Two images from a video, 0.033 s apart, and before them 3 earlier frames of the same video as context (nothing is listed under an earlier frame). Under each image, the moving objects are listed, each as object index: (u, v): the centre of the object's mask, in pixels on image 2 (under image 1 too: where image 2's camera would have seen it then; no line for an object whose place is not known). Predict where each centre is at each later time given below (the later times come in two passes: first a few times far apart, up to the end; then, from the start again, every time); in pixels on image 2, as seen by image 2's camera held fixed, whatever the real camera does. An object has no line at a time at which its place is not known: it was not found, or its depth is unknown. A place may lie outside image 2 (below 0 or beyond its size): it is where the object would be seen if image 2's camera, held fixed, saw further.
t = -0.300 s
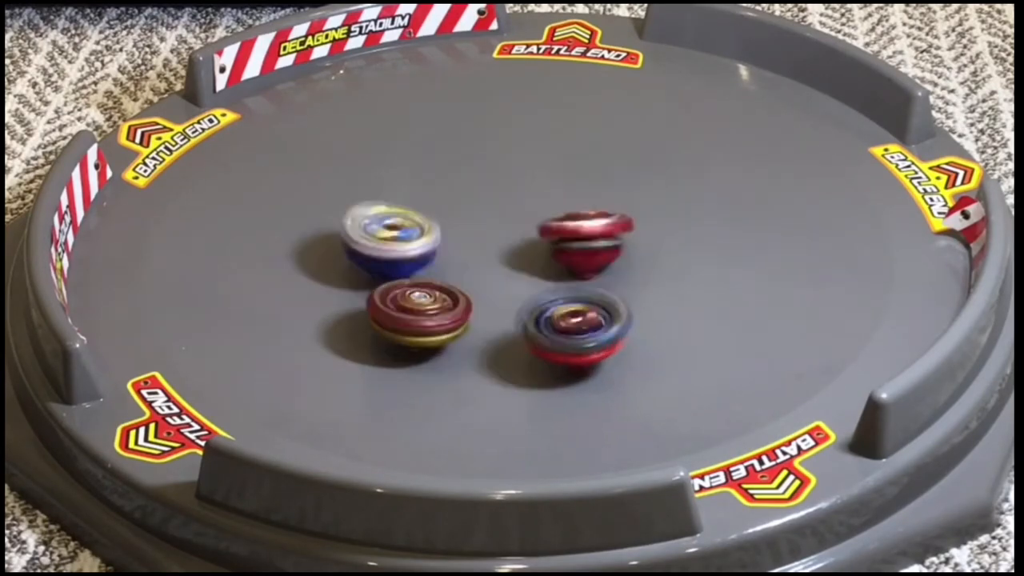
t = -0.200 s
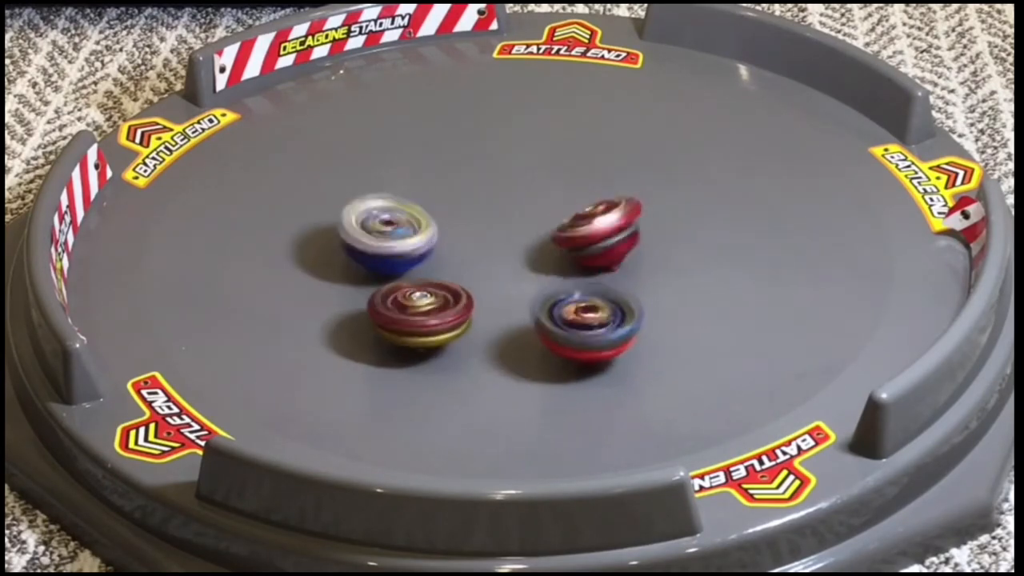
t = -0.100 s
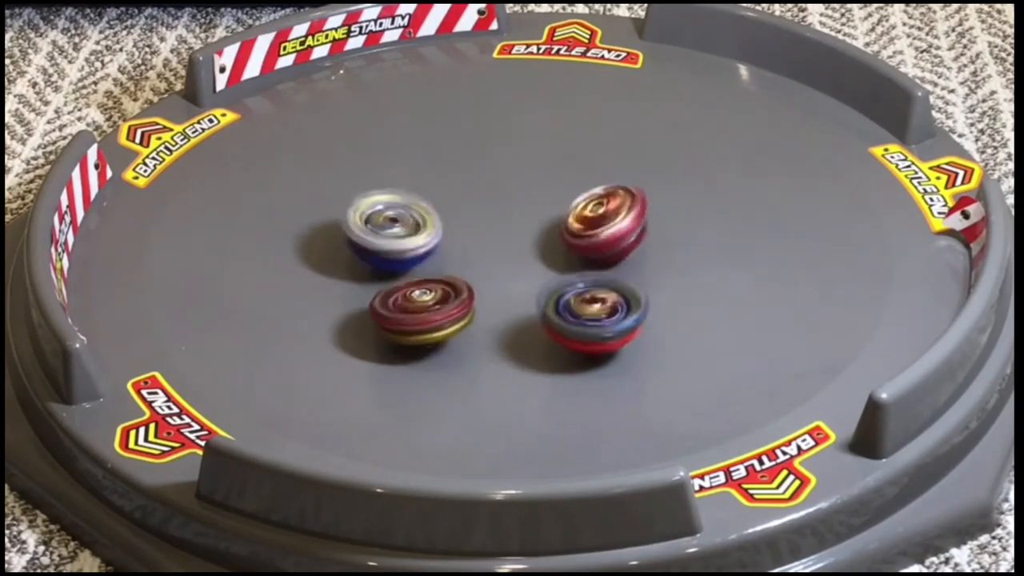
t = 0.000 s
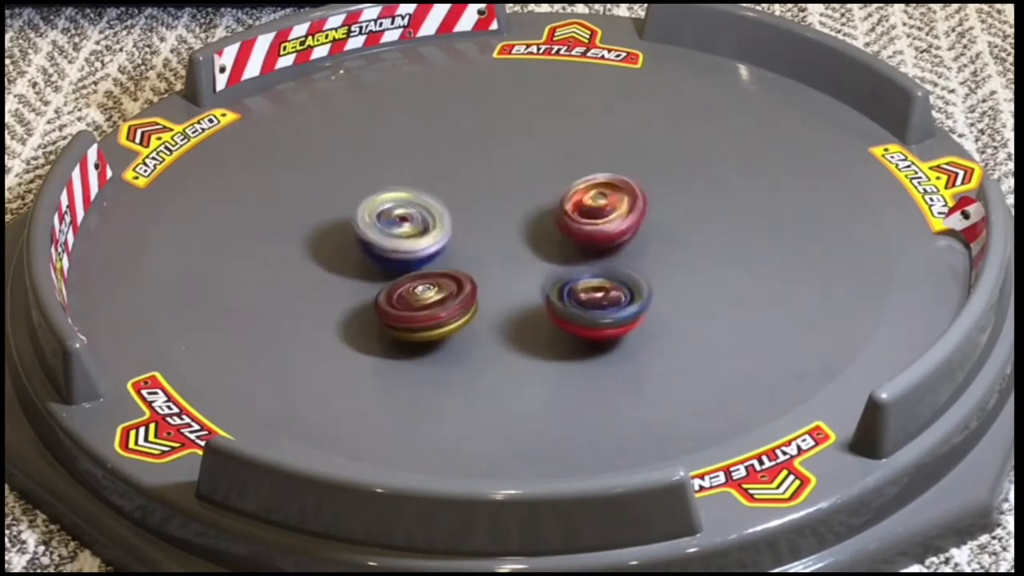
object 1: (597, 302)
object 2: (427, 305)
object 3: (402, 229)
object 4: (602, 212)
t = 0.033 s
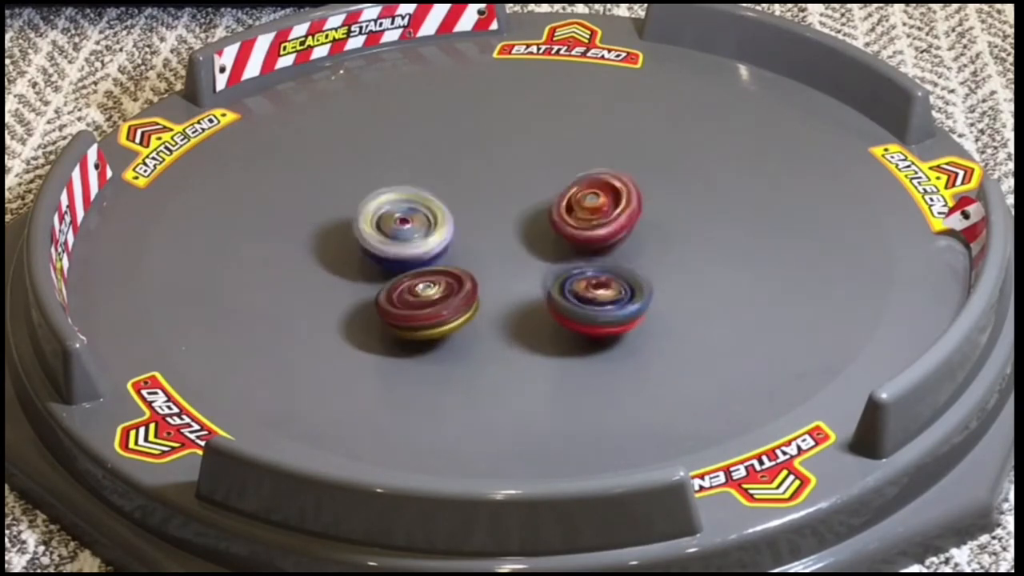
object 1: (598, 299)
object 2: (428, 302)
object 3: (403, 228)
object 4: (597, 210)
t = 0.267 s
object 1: (596, 265)
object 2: (430, 294)
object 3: (446, 227)
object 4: (545, 218)
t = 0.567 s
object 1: (643, 279)
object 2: (449, 302)
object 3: (422, 244)
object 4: (563, 206)
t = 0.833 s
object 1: (643, 294)
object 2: (487, 287)
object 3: (429, 232)
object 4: (563, 205)
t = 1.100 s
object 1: (599, 289)
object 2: (505, 269)
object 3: (442, 219)
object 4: (557, 216)
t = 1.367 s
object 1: (584, 279)
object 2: (487, 258)
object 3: (440, 204)
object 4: (550, 211)
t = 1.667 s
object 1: (620, 258)
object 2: (479, 266)
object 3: (444, 204)
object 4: (547, 215)
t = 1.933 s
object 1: (637, 247)
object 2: (503, 265)
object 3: (450, 212)
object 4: (550, 210)
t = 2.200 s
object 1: (622, 244)
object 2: (500, 259)
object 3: (451, 208)
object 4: (552, 207)
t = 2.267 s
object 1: (617, 248)
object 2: (500, 262)
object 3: (449, 210)
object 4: (550, 206)
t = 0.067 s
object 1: (598, 293)
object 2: (428, 300)
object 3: (404, 229)
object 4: (590, 209)
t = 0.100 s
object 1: (598, 289)
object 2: (429, 297)
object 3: (409, 228)
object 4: (584, 208)
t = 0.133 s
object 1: (597, 284)
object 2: (428, 295)
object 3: (417, 226)
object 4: (577, 209)
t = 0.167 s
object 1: (598, 279)
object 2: (428, 293)
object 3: (423, 225)
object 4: (569, 209)
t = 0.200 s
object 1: (597, 276)
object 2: (431, 294)
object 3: (430, 226)
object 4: (561, 212)
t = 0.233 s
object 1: (597, 270)
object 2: (431, 293)
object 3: (440, 226)
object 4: (553, 215)
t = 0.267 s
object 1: (596, 265)
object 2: (430, 294)
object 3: (446, 227)
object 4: (545, 218)
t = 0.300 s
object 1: (596, 264)
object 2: (430, 297)
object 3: (450, 231)
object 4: (538, 221)
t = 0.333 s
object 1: (600, 263)
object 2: (430, 298)
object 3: (452, 231)
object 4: (535, 225)
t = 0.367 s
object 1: (609, 266)
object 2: (432, 299)
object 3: (448, 232)
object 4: (535, 223)
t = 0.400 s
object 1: (614, 266)
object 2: (433, 300)
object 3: (447, 235)
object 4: (533, 220)
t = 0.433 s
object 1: (621, 270)
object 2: (435, 301)
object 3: (443, 238)
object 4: (537, 220)
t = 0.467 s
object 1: (628, 270)
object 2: (439, 302)
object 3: (434, 242)
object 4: (545, 215)
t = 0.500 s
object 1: (635, 275)
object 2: (442, 302)
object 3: (430, 244)
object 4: (550, 210)
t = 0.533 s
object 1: (638, 278)
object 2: (445, 302)
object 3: (426, 245)
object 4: (557, 207)
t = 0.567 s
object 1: (643, 279)
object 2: (449, 302)
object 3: (422, 244)
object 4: (563, 206)
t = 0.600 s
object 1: (645, 283)
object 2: (454, 301)
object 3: (422, 246)
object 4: (568, 206)
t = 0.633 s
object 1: (646, 286)
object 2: (458, 299)
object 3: (420, 244)
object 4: (569, 208)
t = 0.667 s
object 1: (649, 288)
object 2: (463, 297)
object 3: (421, 242)
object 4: (571, 209)
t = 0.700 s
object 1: (648, 291)
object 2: (468, 294)
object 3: (421, 239)
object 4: (571, 209)
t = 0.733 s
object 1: (648, 292)
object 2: (472, 293)
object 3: (424, 238)
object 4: (571, 208)
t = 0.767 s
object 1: (648, 293)
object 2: (479, 292)
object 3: (423, 235)
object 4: (571, 206)
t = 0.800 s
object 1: (644, 295)
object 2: (482, 290)
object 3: (428, 234)
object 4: (566, 207)
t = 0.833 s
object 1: (643, 294)
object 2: (487, 287)
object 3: (429, 232)
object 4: (563, 205)
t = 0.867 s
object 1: (640, 297)
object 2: (489, 285)
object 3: (433, 229)
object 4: (561, 207)
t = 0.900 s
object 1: (634, 297)
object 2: (492, 282)
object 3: (439, 228)
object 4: (560, 211)
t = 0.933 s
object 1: (633, 296)
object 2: (494, 278)
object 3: (443, 223)
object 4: (559, 215)
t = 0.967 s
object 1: (628, 296)
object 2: (496, 275)
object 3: (450, 221)
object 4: (554, 217)
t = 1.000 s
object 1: (620, 294)
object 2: (503, 275)
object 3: (451, 218)
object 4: (550, 220)
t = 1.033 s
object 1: (614, 294)
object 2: (507, 273)
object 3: (447, 216)
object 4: (554, 220)
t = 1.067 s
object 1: (607, 292)
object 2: (508, 271)
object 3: (444, 218)
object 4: (558, 218)
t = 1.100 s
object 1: (599, 289)
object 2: (505, 269)
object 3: (442, 219)
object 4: (557, 216)
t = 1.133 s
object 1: (594, 290)
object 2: (503, 267)
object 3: (444, 219)
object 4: (556, 215)
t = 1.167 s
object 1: (592, 289)
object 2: (500, 262)
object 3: (448, 219)
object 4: (555, 213)
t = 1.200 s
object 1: (589, 286)
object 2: (497, 259)
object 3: (449, 216)
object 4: (553, 212)
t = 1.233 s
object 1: (586, 286)
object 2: (496, 259)
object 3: (445, 211)
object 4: (551, 212)
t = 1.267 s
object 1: (584, 283)
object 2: (495, 260)
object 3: (441, 208)
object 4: (550, 209)
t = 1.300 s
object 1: (581, 281)
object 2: (495, 259)
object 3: (440, 207)
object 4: (549, 208)
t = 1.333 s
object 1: (582, 280)
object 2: (491, 258)
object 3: (439, 206)
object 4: (548, 210)
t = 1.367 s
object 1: (584, 279)
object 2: (487, 258)
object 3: (440, 204)
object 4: (550, 211)
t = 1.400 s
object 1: (585, 277)
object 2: (484, 259)
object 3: (440, 202)
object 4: (550, 211)
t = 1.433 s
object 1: (587, 275)
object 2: (485, 261)
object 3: (440, 202)
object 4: (549, 211)
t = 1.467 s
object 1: (590, 272)
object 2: (488, 263)
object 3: (438, 202)
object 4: (548, 210)
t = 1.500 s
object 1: (588, 271)
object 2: (488, 263)
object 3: (437, 204)
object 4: (548, 210)
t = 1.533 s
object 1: (594, 268)
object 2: (485, 263)
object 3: (438, 205)
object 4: (547, 210)
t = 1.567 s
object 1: (602, 265)
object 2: (477, 263)
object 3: (439, 204)
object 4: (546, 211)
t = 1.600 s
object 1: (606, 263)
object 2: (474, 264)
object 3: (441, 203)
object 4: (546, 212)
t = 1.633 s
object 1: (613, 260)
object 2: (476, 266)
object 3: (443, 203)
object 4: (547, 215)
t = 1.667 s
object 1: (620, 258)
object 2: (479, 266)
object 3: (444, 204)
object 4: (547, 215)
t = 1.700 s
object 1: (623, 257)
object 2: (485, 265)
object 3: (446, 206)
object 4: (547, 214)
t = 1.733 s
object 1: (628, 255)
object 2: (494, 268)
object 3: (443, 210)
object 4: (548, 215)
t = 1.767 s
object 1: (632, 253)
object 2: (499, 269)
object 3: (444, 212)
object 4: (547, 216)
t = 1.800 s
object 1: (633, 252)
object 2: (501, 267)
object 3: (446, 213)
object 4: (548, 215)
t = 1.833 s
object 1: (634, 249)
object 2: (502, 266)
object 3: (447, 213)
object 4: (548, 214)
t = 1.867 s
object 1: (638, 249)
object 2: (503, 266)
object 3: (448, 212)
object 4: (549, 213)
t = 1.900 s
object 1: (636, 249)
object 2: (503, 266)
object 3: (449, 212)
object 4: (549, 211)
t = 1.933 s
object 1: (637, 247)
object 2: (503, 265)
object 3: (450, 212)
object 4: (550, 210)
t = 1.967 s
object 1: (638, 245)
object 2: (503, 265)
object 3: (450, 212)
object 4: (551, 210)
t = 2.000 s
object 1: (636, 246)
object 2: (504, 264)
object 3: (451, 213)
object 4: (552, 210)
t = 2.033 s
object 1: (635, 244)
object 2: (503, 263)
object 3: (452, 212)
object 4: (552, 210)
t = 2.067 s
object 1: (635, 244)
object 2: (503, 263)
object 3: (453, 212)
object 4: (553, 210)
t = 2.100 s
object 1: (632, 244)
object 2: (502, 262)
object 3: (453, 211)
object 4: (553, 209)
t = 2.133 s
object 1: (629, 242)
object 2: (501, 261)
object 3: (453, 210)
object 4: (553, 209)
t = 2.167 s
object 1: (627, 242)
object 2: (501, 260)
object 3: (452, 209)
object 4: (553, 208)
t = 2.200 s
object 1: (622, 244)
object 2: (500, 259)
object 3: (451, 208)
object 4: (552, 207)
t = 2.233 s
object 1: (619, 244)
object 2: (500, 260)
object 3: (451, 209)
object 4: (551, 205)
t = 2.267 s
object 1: (617, 248)
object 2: (500, 262)
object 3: (449, 210)
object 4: (550, 206)
